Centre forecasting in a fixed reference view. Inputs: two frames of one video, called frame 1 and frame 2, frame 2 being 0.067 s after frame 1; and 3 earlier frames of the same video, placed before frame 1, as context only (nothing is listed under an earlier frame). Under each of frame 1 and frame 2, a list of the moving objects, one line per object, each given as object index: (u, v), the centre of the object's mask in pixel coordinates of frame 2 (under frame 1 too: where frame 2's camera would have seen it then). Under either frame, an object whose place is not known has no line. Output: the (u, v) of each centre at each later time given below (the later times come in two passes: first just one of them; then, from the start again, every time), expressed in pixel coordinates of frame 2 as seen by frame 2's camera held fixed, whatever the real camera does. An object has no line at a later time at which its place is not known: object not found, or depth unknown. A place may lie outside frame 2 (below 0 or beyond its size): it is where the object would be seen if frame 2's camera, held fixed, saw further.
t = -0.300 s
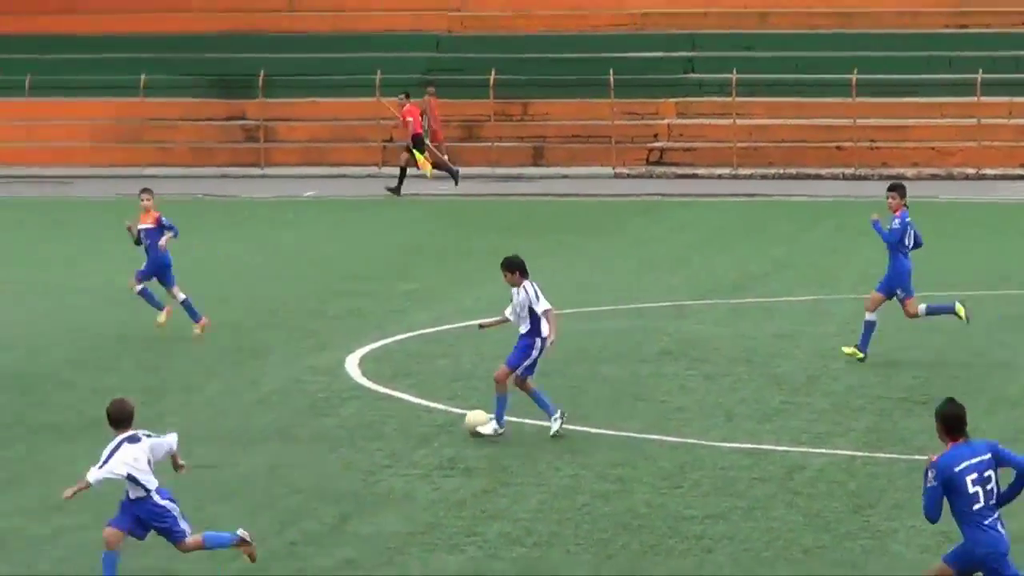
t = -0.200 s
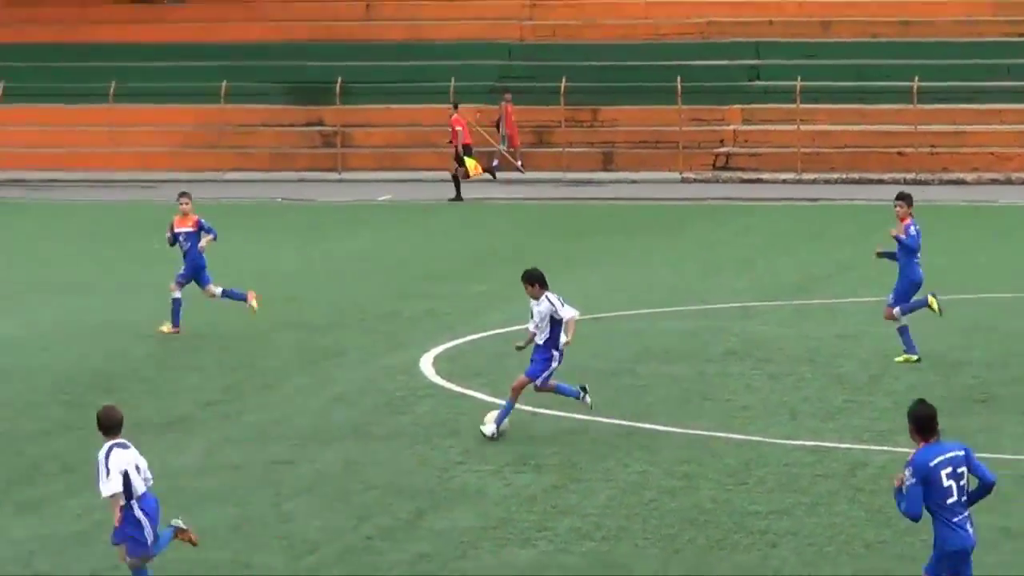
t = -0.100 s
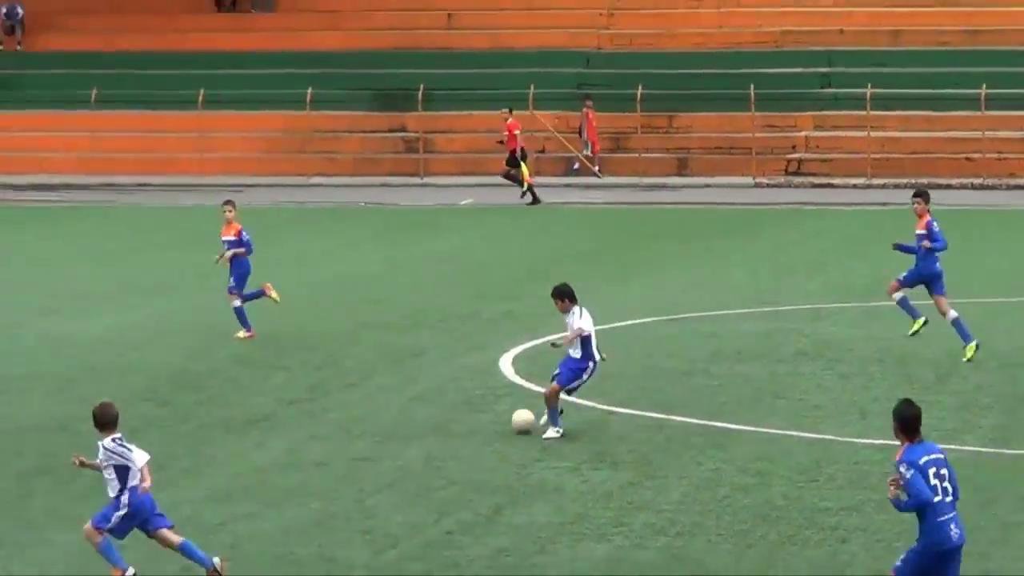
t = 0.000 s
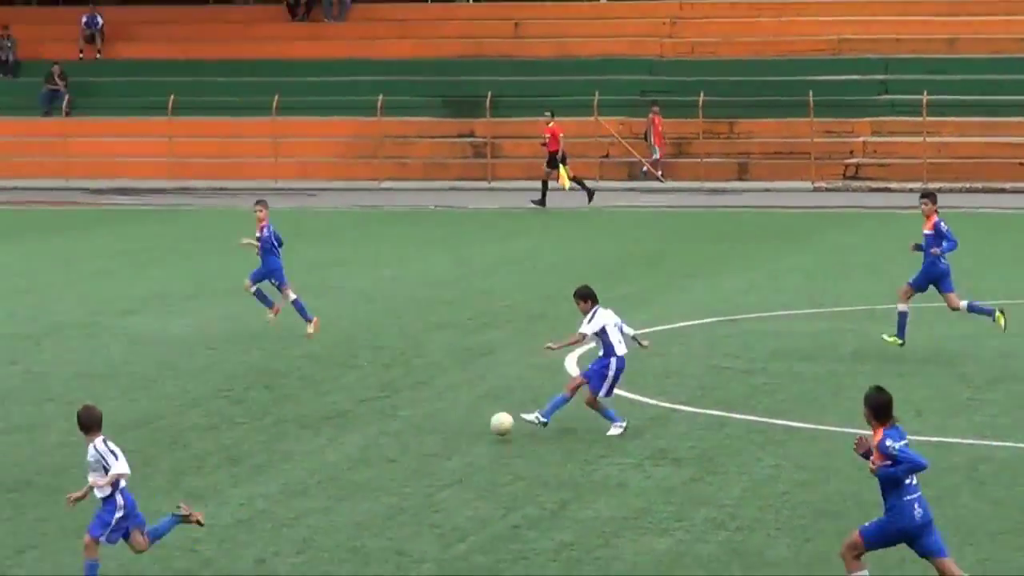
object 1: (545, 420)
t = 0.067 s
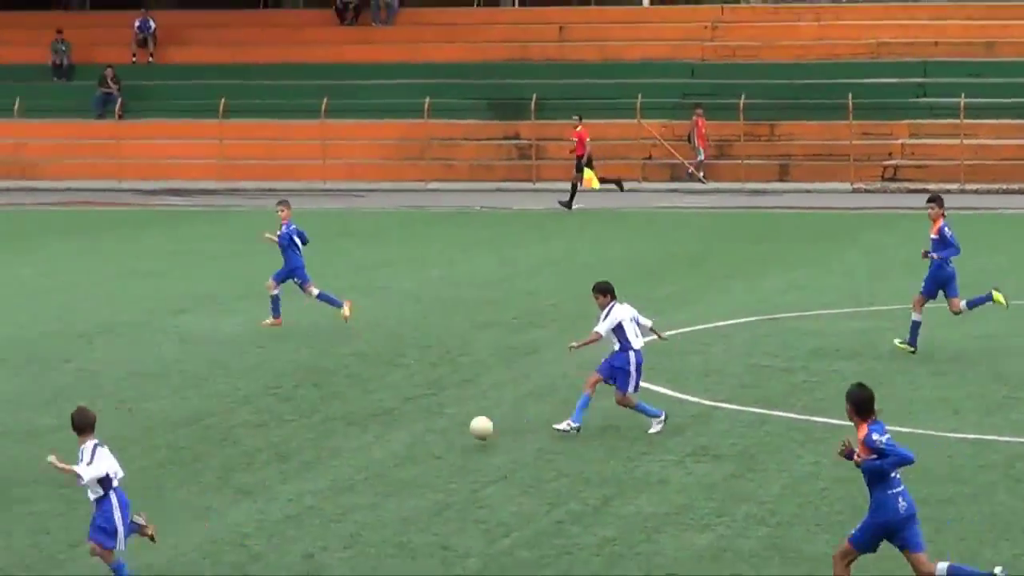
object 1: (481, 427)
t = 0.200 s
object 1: (351, 448)
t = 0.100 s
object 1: (448, 433)
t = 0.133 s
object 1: (413, 442)
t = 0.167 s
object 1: (382, 447)
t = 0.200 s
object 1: (351, 448)
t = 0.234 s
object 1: (319, 451)
